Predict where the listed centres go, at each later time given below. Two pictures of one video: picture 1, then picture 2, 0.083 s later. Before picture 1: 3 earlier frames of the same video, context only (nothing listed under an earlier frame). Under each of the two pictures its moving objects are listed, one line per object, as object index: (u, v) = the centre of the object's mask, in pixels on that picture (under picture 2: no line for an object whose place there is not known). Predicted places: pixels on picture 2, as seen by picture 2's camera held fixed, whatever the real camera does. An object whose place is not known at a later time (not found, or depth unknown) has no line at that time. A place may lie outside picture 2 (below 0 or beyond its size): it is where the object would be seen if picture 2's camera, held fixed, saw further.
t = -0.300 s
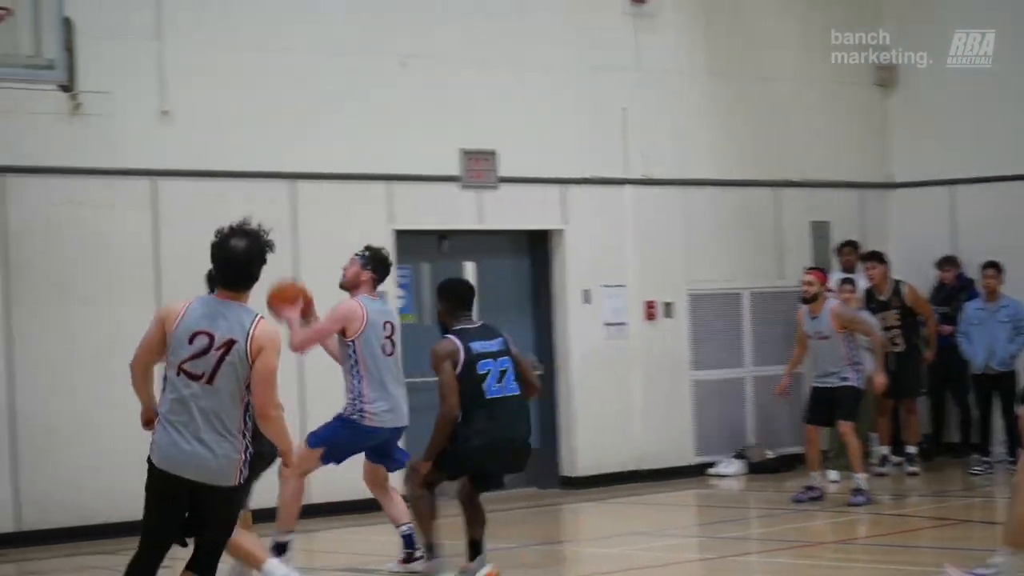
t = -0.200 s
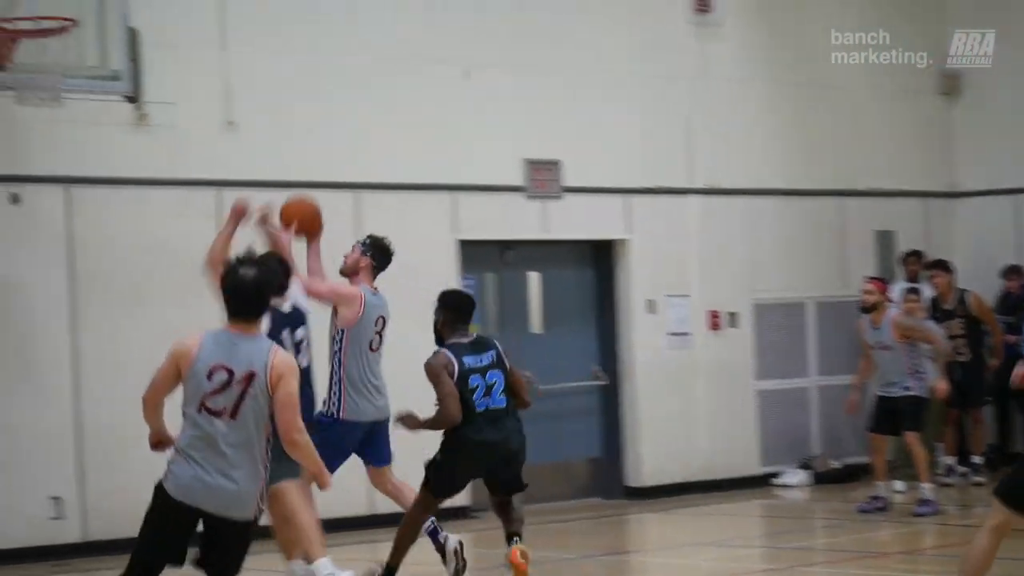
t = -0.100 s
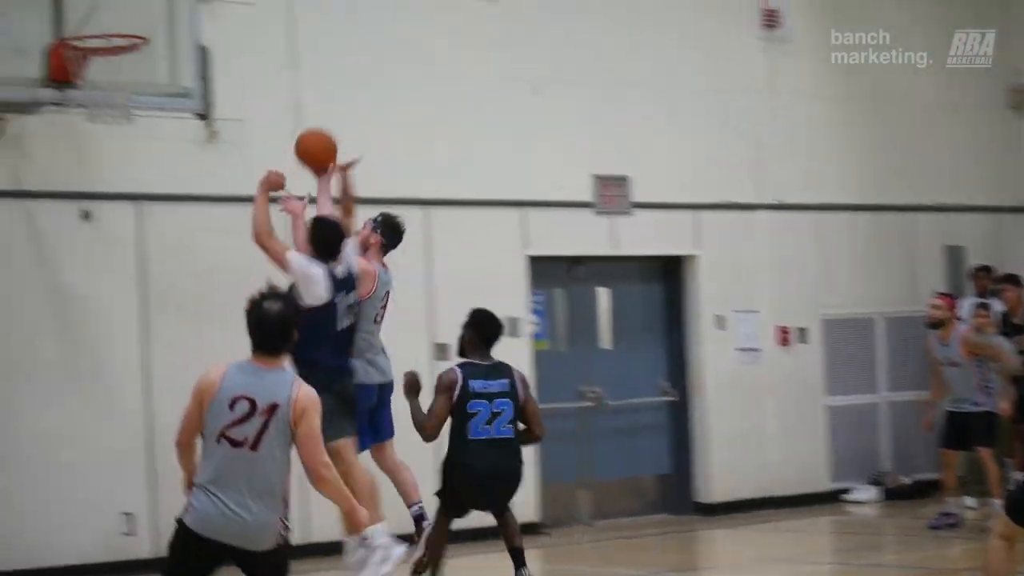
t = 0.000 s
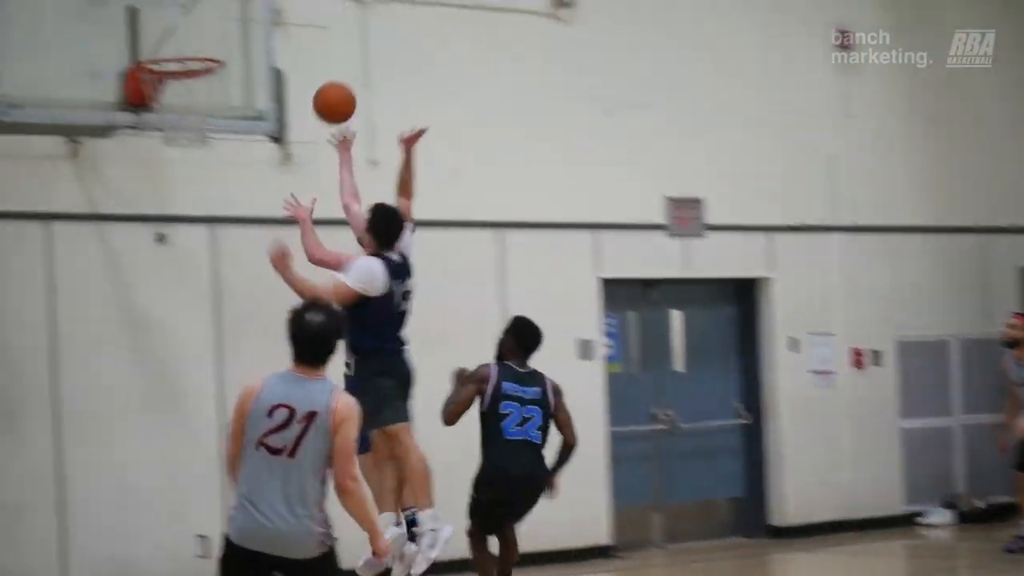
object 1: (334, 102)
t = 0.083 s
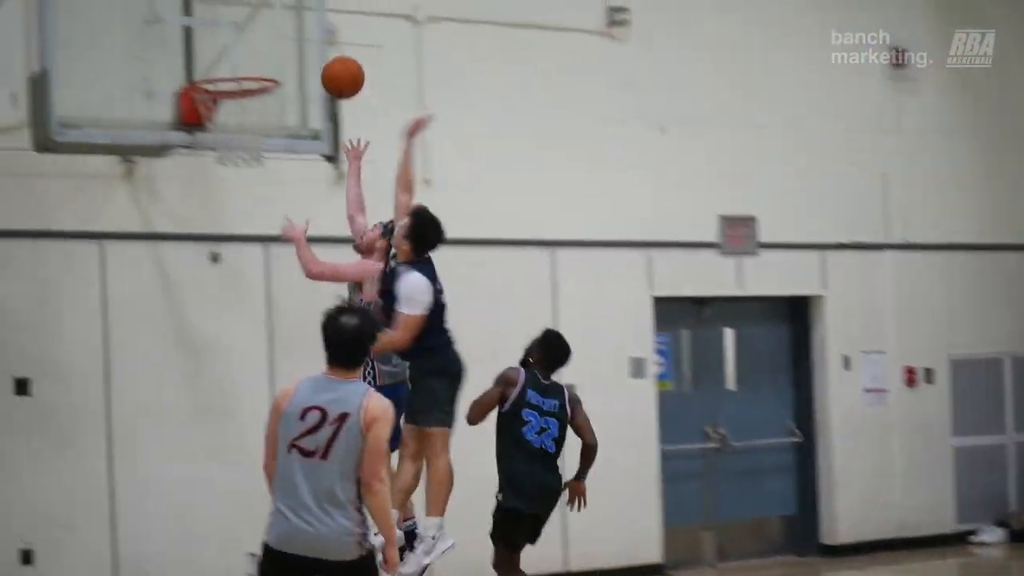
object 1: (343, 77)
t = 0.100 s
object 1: (332, 69)
